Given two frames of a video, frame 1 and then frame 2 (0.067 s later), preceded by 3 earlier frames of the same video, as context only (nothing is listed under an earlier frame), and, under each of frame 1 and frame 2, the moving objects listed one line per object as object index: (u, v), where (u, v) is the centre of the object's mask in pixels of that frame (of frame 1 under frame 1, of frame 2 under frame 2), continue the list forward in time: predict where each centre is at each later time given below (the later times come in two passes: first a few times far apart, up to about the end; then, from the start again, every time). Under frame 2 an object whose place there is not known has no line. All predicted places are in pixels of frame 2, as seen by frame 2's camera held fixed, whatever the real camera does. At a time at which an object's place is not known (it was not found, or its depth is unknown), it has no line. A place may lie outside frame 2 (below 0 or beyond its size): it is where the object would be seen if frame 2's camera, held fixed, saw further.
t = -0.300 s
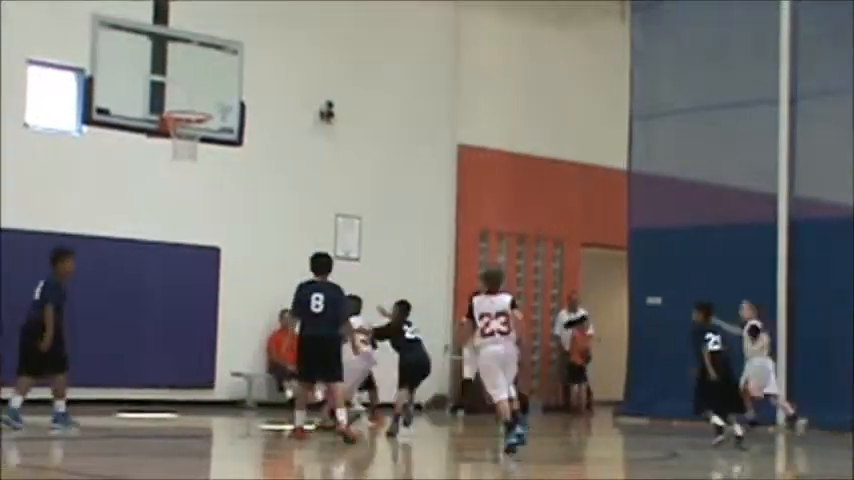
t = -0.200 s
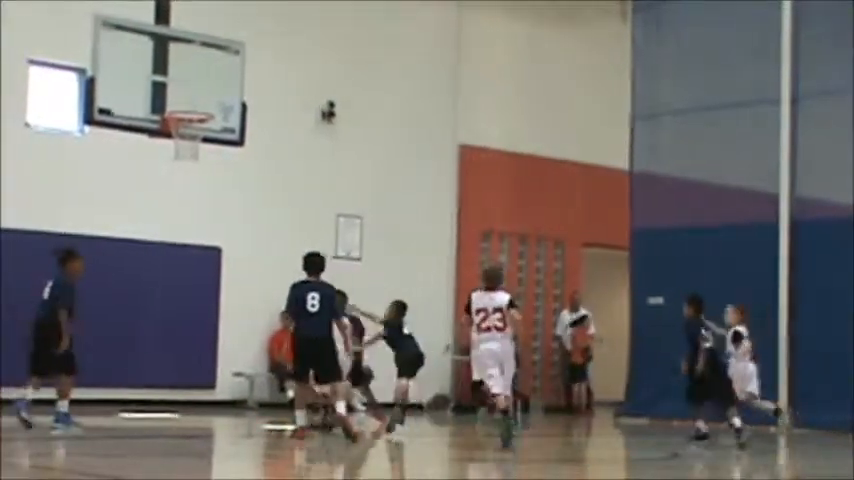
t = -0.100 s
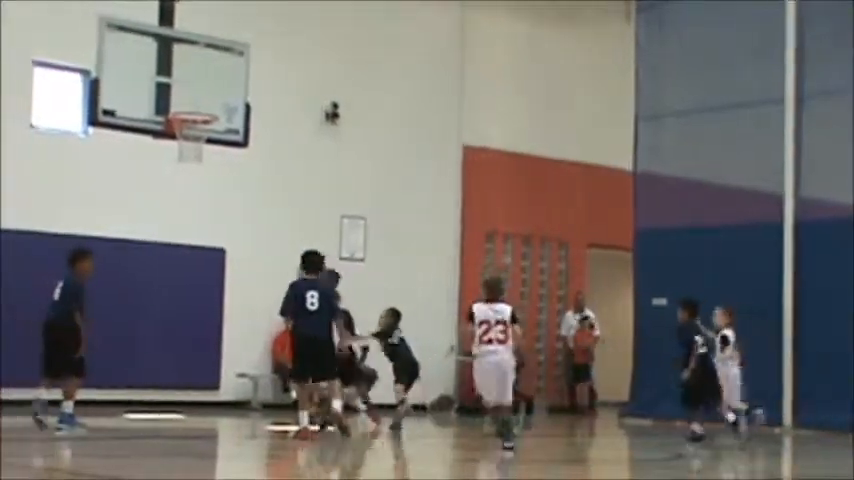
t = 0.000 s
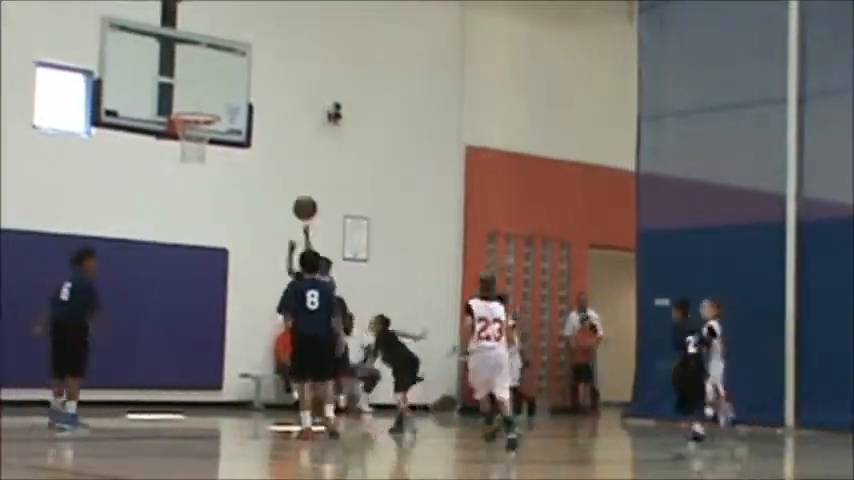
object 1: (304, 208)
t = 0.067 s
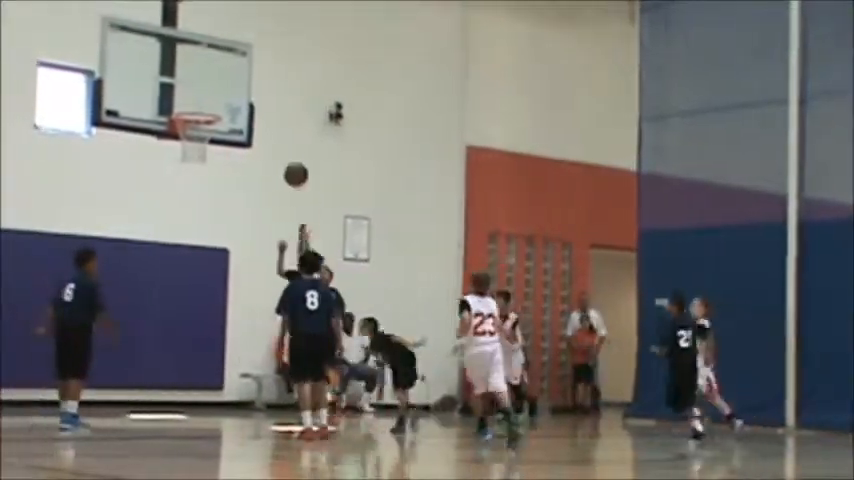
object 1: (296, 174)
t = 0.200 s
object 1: (276, 122)
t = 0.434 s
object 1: (240, 77)
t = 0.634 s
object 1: (211, 81)
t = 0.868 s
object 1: (189, 90)
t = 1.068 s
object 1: (191, 74)
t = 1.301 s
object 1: (192, 103)
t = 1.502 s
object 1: (203, 121)
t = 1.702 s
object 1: (194, 152)
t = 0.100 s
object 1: (290, 159)
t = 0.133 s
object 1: (286, 146)
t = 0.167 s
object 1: (280, 134)
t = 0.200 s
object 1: (276, 122)
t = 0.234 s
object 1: (270, 112)
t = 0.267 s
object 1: (265, 103)
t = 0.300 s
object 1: (261, 96)
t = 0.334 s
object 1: (255, 90)
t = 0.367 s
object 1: (250, 84)
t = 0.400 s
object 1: (245, 80)
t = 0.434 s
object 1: (240, 77)
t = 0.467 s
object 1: (236, 75)
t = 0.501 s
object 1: (231, 74)
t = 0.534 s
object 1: (225, 74)
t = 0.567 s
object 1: (221, 76)
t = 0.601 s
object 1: (215, 78)
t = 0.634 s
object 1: (211, 81)
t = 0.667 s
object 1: (205, 85)
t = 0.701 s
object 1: (200, 91)
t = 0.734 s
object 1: (195, 97)
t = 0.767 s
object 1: (190, 104)
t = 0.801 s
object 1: (188, 103)
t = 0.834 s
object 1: (189, 96)
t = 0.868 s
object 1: (189, 90)
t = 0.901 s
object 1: (189, 84)
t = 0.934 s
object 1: (190, 80)
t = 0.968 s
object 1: (190, 77)
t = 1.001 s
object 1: (191, 76)
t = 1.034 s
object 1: (191, 74)
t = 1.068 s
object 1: (191, 74)
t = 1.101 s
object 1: (192, 75)
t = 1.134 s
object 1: (192, 77)
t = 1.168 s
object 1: (192, 80)
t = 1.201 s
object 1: (192, 84)
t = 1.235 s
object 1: (192, 89)
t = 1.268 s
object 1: (192, 95)
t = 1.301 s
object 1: (192, 103)
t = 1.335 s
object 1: (192, 106)
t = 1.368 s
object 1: (195, 107)
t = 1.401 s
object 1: (197, 109)
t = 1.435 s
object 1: (199, 113)
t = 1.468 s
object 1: (202, 119)
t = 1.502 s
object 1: (203, 121)
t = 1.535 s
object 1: (201, 121)
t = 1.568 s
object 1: (199, 125)
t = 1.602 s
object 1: (199, 131)
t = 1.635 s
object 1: (196, 139)
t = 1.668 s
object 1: (195, 146)
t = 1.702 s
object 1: (194, 152)
